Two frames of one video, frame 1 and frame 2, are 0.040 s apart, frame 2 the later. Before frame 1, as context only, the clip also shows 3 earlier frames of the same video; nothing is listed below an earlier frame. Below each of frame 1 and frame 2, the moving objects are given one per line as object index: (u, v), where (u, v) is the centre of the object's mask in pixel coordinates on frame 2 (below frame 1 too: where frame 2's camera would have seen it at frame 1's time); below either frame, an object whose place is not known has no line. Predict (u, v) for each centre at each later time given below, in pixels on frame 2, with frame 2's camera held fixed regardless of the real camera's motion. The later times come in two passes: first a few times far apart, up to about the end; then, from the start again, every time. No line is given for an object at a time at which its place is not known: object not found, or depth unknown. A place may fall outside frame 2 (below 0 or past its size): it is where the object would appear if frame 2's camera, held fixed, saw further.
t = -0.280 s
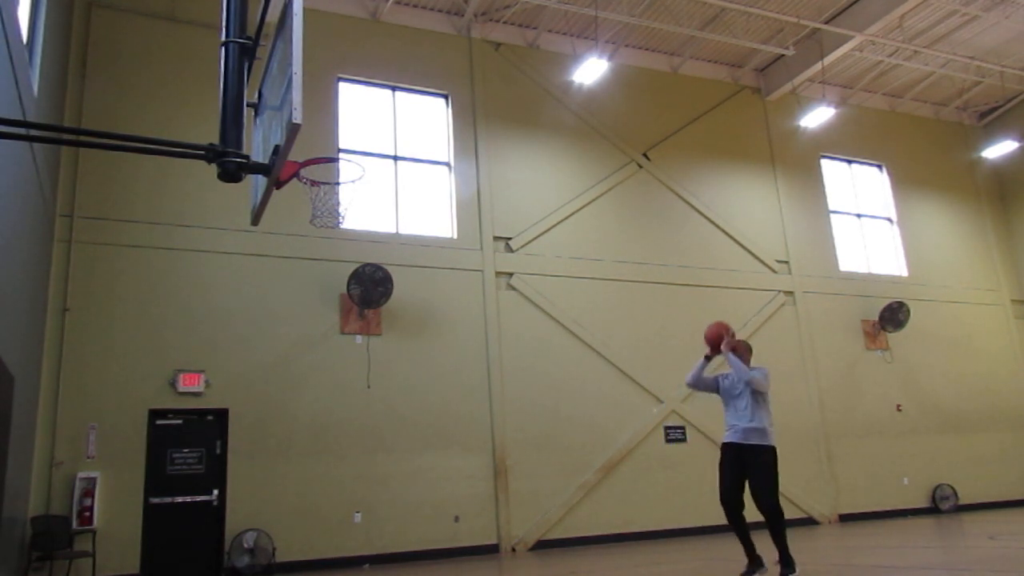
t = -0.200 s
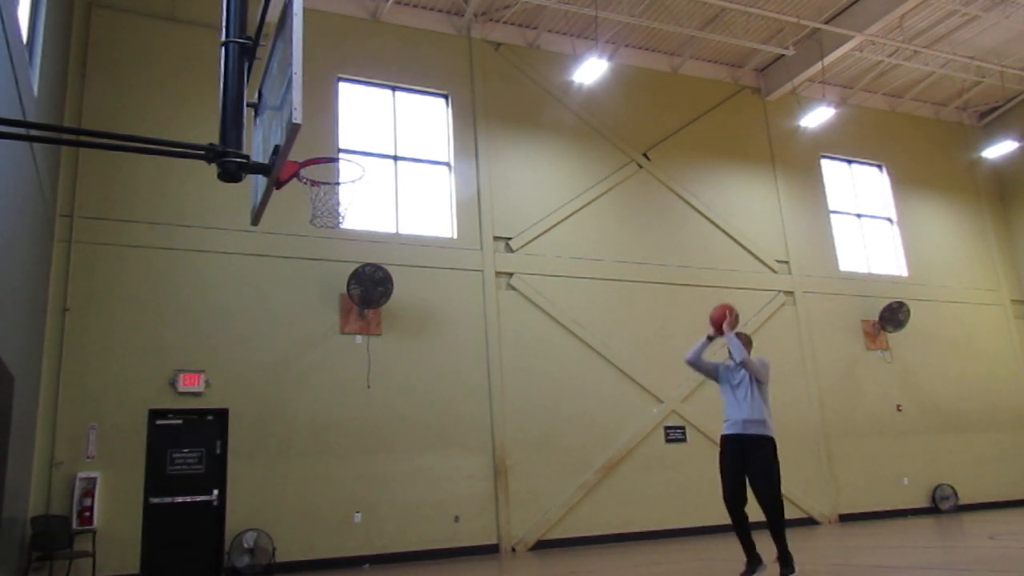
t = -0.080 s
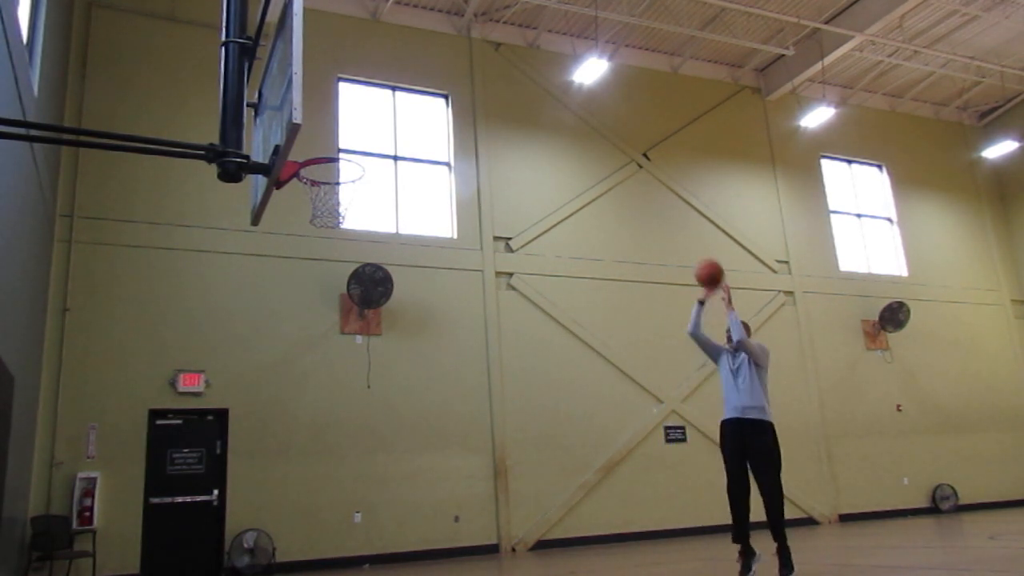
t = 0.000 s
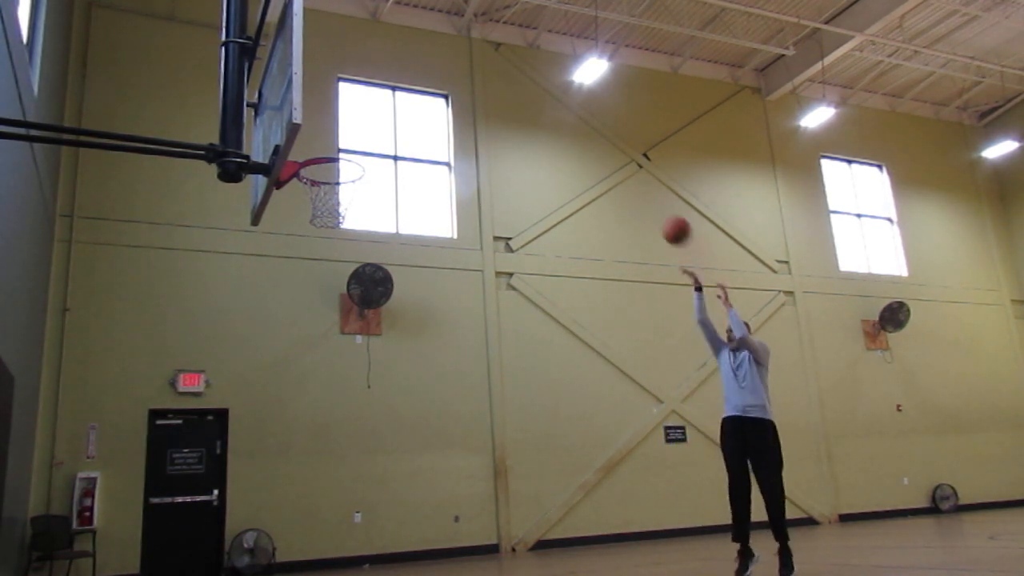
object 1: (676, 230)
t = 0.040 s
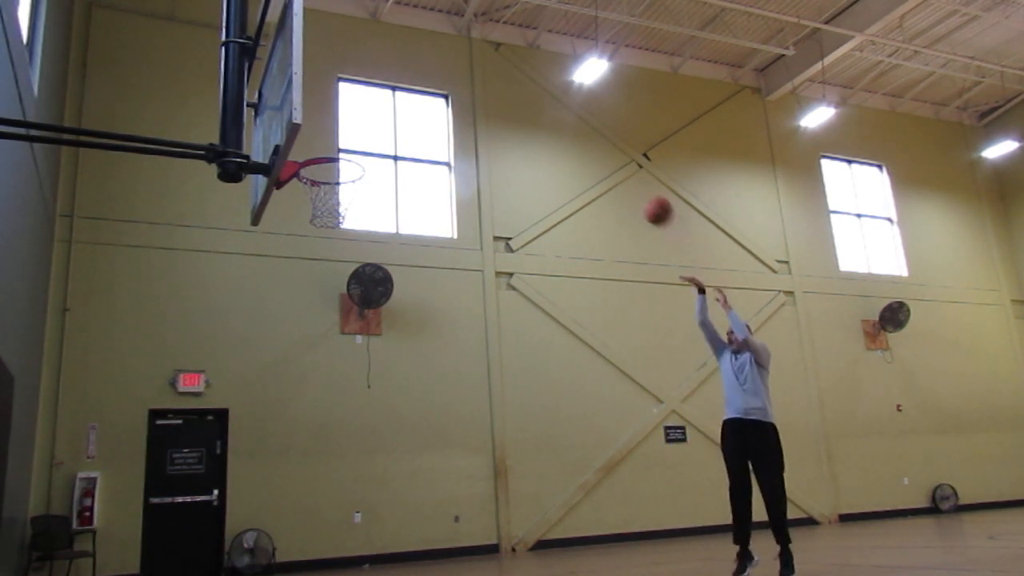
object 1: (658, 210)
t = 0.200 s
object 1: (587, 151)
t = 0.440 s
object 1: (483, 112)
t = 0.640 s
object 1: (393, 128)
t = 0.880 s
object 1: (301, 193)
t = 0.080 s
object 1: (639, 192)
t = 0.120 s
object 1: (622, 177)
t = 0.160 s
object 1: (604, 163)
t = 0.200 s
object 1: (587, 151)
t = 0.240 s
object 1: (570, 140)
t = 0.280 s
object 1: (551, 131)
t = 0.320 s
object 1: (535, 124)
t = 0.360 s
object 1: (517, 118)
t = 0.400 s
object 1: (500, 114)
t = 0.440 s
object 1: (483, 112)
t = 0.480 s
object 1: (466, 112)
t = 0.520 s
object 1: (449, 112)
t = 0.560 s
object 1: (430, 116)
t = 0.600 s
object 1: (411, 121)
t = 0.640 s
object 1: (393, 128)
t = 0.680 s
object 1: (375, 138)
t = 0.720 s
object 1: (356, 149)
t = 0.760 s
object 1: (336, 164)
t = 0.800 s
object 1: (318, 179)
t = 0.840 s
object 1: (304, 192)
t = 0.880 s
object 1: (301, 193)
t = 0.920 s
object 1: (301, 194)
